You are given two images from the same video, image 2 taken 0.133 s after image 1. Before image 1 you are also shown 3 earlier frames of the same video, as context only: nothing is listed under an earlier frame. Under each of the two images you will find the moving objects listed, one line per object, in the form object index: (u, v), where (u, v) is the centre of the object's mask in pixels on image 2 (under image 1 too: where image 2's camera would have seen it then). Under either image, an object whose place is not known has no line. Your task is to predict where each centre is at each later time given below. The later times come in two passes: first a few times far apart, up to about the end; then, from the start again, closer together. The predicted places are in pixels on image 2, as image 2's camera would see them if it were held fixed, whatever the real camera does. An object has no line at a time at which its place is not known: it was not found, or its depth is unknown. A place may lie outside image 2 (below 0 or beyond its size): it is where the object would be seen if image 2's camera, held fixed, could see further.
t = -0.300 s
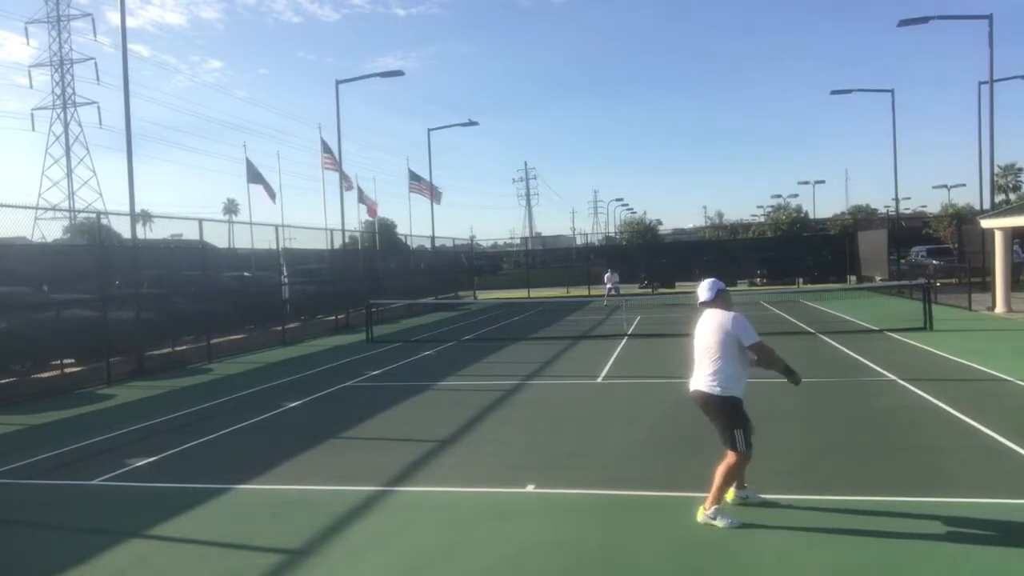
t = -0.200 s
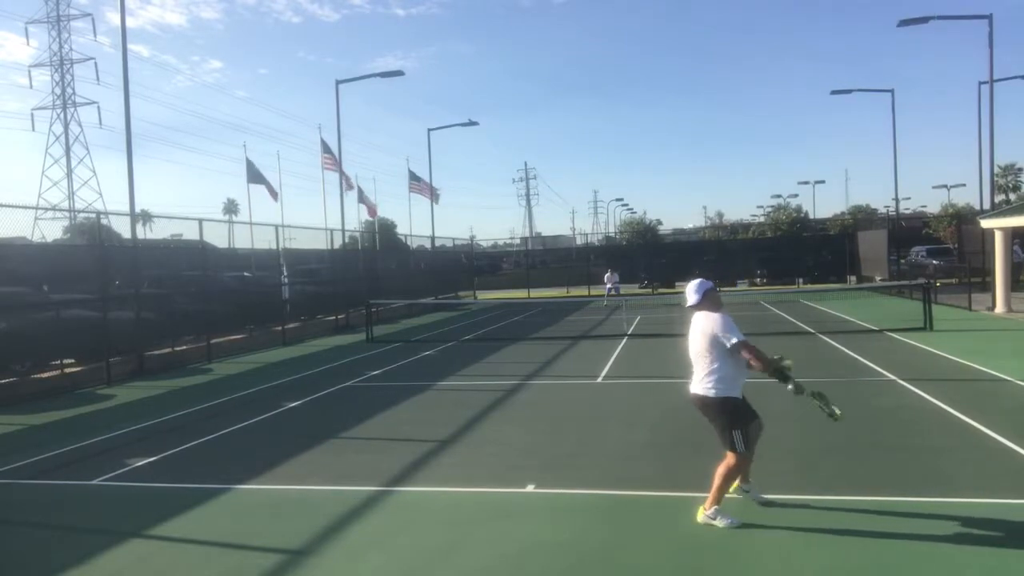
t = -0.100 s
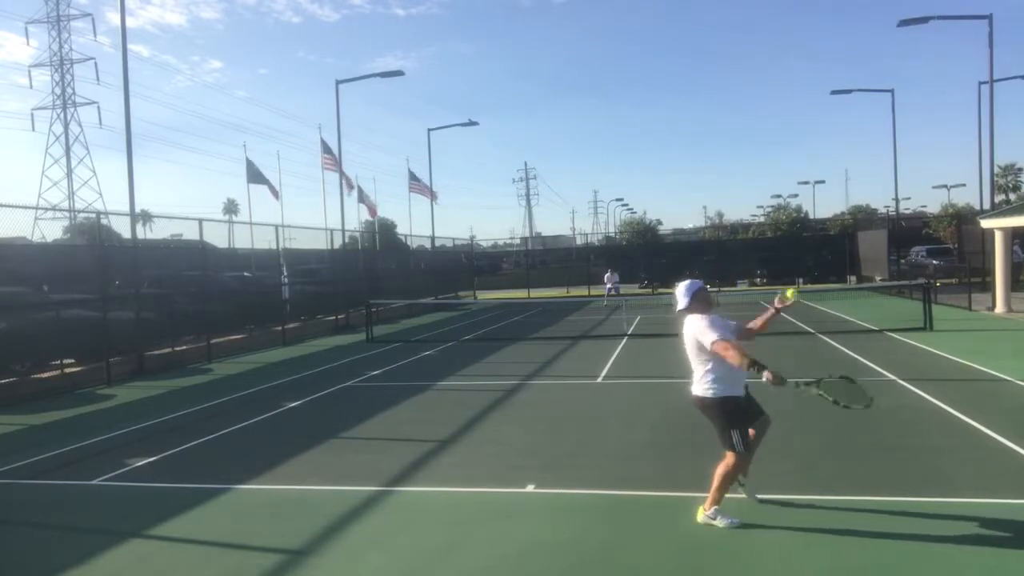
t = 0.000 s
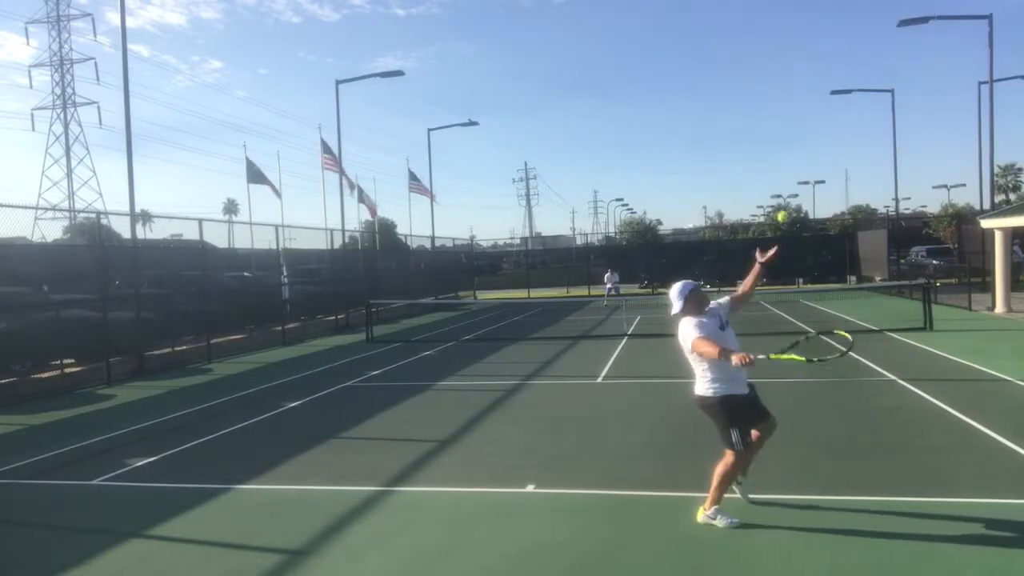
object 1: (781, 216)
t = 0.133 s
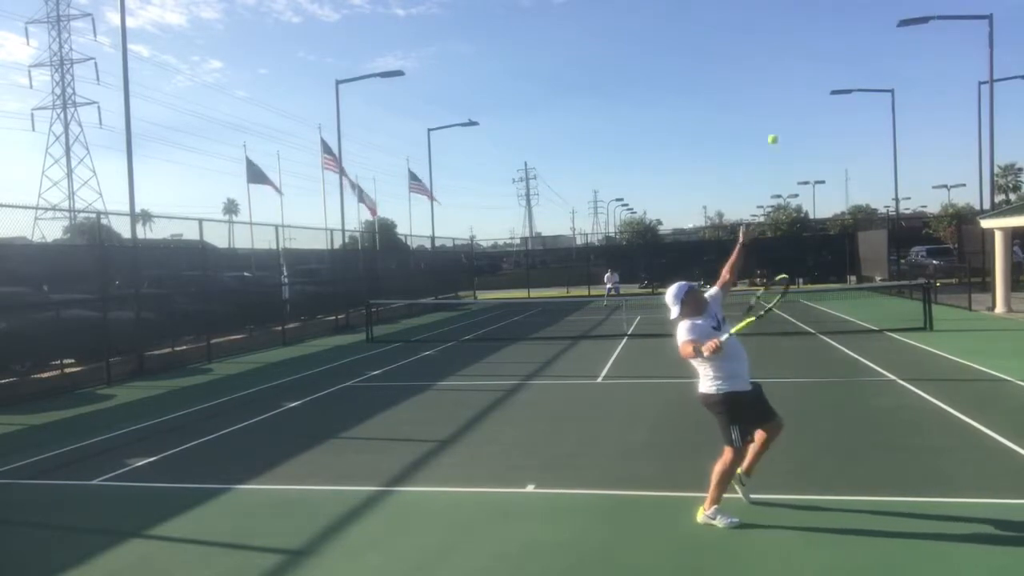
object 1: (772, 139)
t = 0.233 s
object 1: (765, 99)
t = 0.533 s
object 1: (750, 65)
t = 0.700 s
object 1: (746, 88)
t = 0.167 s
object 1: (770, 123)
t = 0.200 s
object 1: (767, 111)
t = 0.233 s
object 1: (765, 99)
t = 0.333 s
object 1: (760, 74)
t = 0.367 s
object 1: (758, 68)
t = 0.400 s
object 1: (756, 65)
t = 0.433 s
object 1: (754, 63)
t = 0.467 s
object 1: (753, 62)
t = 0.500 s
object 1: (751, 63)
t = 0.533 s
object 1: (750, 65)
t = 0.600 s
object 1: (748, 74)
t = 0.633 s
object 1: (747, 80)
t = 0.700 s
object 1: (746, 88)
